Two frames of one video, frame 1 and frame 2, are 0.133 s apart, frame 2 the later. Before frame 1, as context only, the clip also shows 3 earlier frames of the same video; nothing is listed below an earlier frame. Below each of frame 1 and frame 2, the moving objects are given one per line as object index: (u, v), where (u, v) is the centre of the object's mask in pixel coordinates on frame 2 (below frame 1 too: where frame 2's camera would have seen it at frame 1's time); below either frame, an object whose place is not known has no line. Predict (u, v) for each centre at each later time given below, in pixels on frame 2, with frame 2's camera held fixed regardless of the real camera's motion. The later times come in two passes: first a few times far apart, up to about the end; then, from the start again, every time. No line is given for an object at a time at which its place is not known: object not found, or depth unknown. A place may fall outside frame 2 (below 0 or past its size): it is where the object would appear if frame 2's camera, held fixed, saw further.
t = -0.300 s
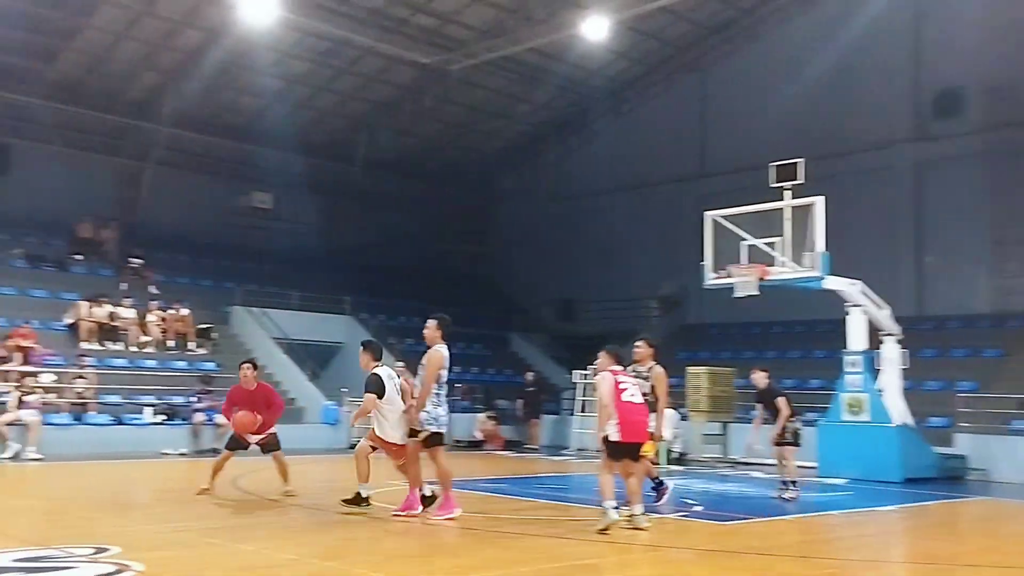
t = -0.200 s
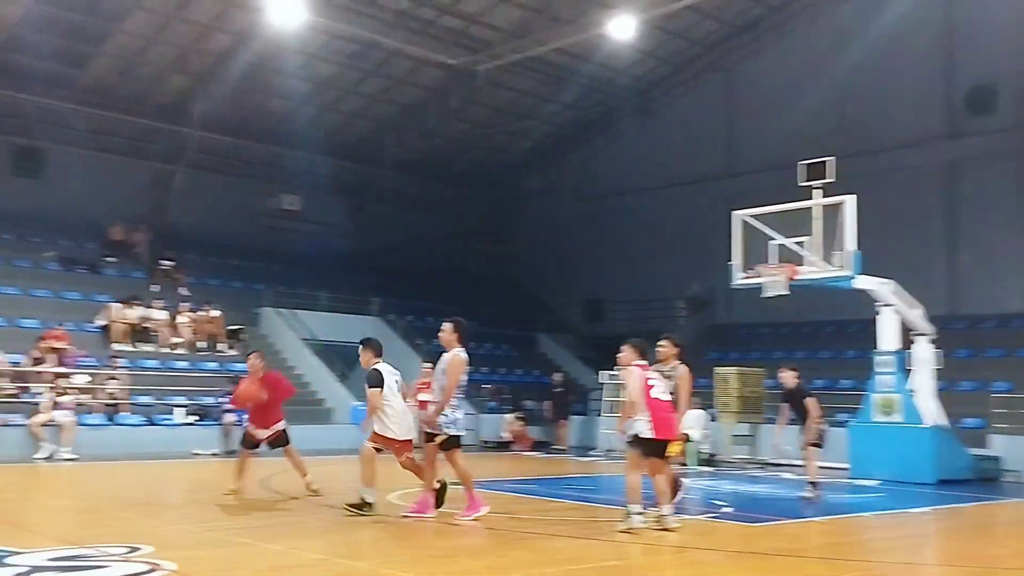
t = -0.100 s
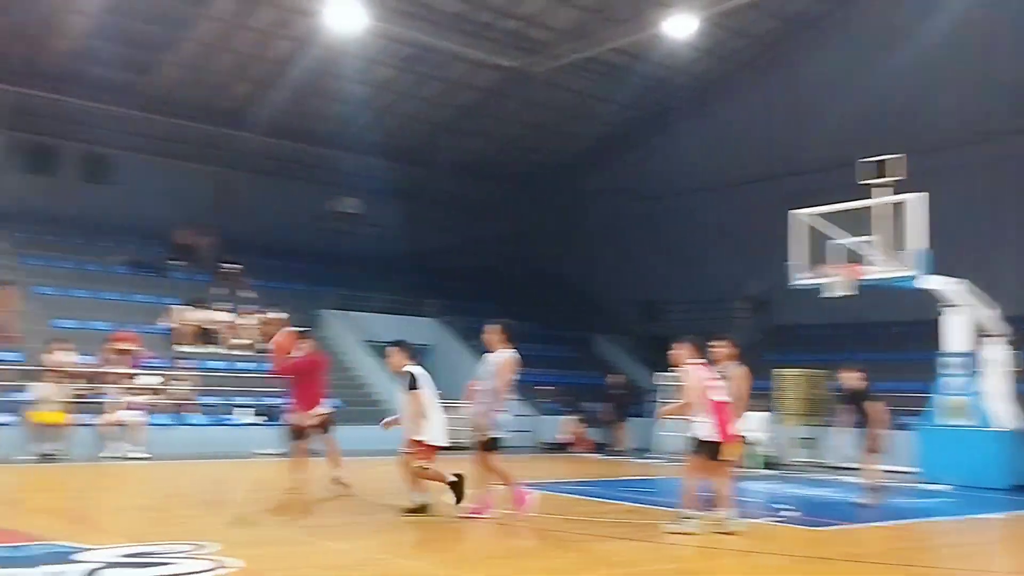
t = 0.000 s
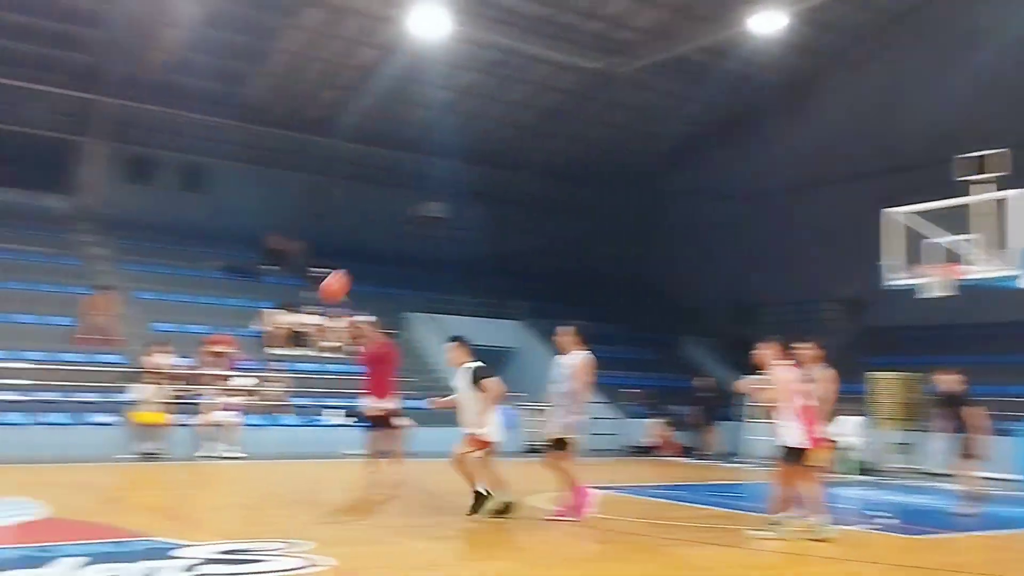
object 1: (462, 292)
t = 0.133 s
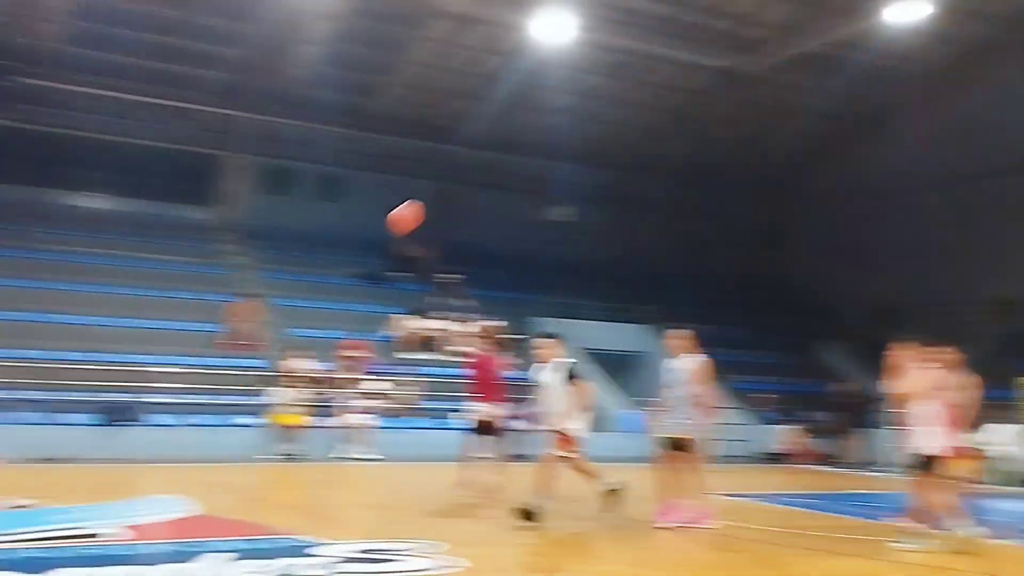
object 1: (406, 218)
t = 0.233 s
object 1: (355, 164)
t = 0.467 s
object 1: (197, 53)
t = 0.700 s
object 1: (-66, -26)
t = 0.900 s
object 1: (-497, -38)
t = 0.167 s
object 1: (390, 200)
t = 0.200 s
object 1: (372, 182)
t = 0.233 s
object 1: (355, 164)
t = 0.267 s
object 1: (335, 148)
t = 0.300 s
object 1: (315, 131)
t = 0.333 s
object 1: (296, 114)
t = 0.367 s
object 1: (274, 98)
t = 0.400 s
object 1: (250, 83)
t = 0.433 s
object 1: (225, 68)
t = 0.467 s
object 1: (197, 53)
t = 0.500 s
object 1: (169, 40)
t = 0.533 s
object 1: (137, 27)
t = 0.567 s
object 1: (104, 14)
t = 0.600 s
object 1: (67, 3)
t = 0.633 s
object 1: (26, -8)
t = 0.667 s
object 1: (-18, -17)
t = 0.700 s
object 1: (-66, -26)
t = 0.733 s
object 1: (-118, -33)
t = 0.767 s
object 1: (-177, -39)
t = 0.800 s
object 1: (-243, -43)
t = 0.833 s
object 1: (-317, -44)
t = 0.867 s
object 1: (-401, -42)
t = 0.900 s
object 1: (-497, -38)
